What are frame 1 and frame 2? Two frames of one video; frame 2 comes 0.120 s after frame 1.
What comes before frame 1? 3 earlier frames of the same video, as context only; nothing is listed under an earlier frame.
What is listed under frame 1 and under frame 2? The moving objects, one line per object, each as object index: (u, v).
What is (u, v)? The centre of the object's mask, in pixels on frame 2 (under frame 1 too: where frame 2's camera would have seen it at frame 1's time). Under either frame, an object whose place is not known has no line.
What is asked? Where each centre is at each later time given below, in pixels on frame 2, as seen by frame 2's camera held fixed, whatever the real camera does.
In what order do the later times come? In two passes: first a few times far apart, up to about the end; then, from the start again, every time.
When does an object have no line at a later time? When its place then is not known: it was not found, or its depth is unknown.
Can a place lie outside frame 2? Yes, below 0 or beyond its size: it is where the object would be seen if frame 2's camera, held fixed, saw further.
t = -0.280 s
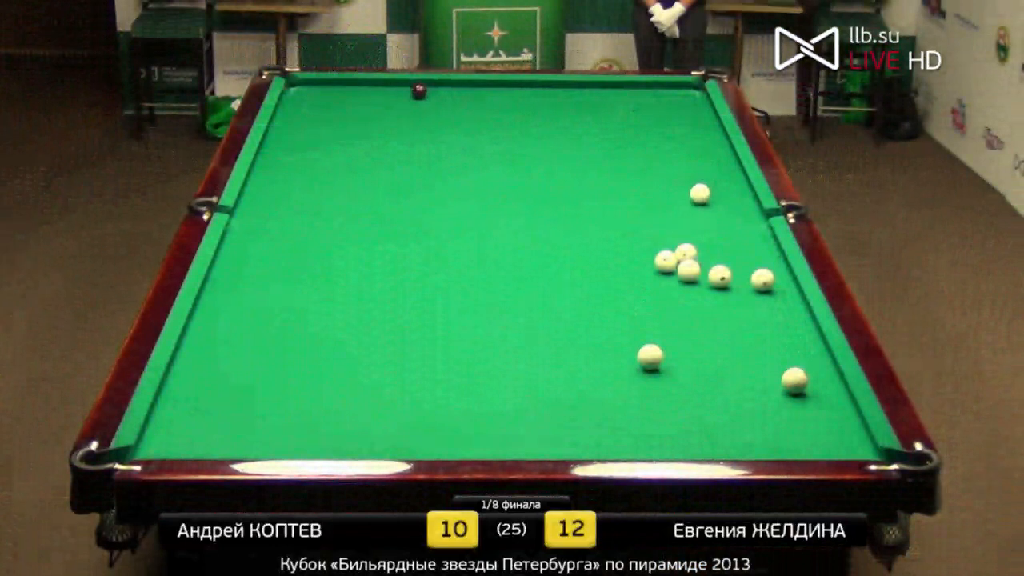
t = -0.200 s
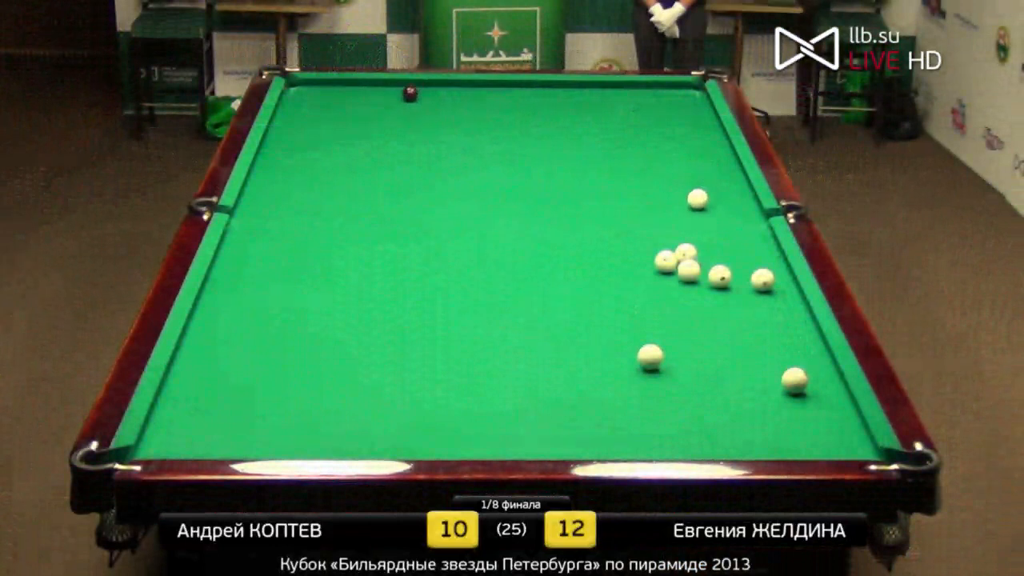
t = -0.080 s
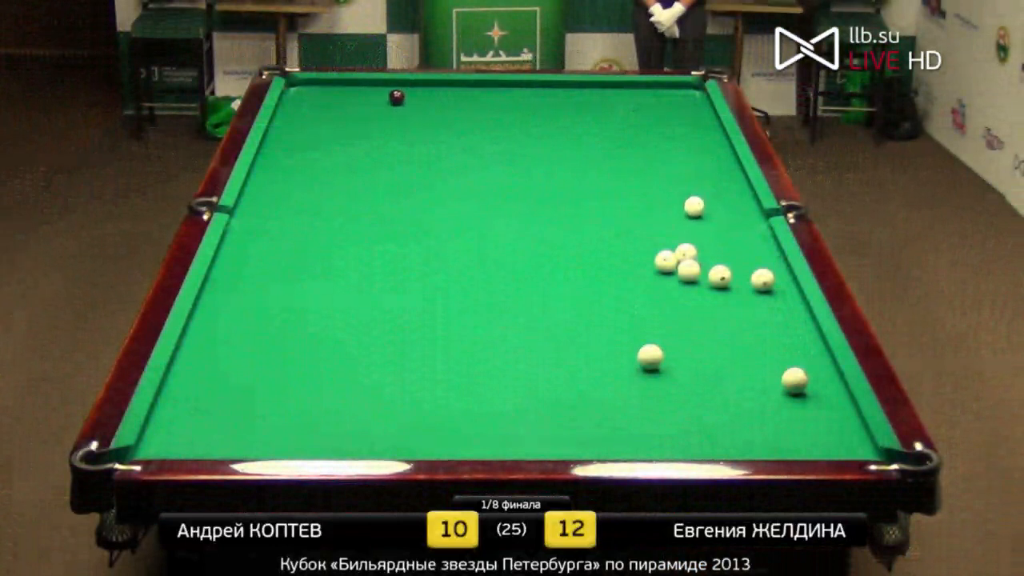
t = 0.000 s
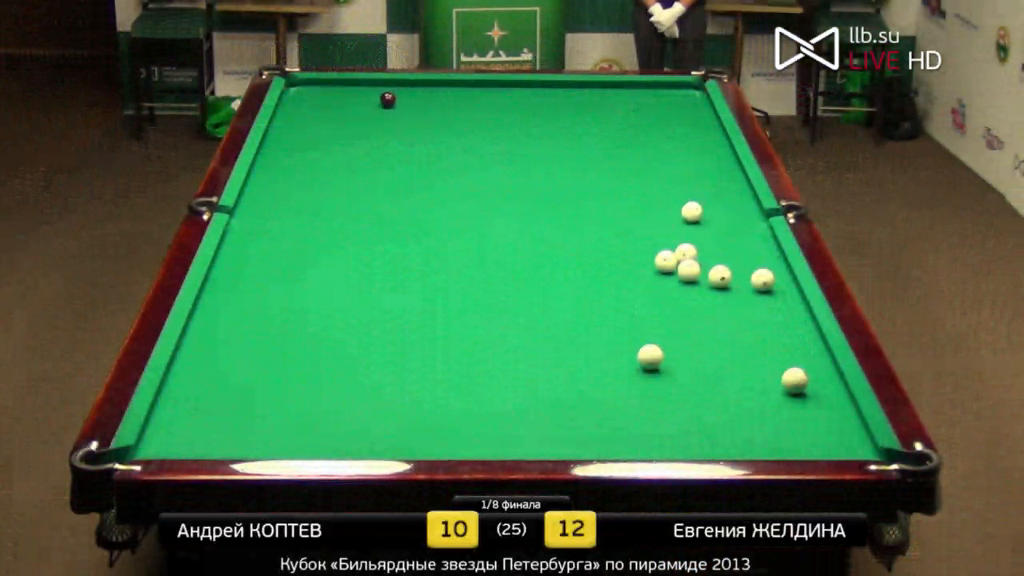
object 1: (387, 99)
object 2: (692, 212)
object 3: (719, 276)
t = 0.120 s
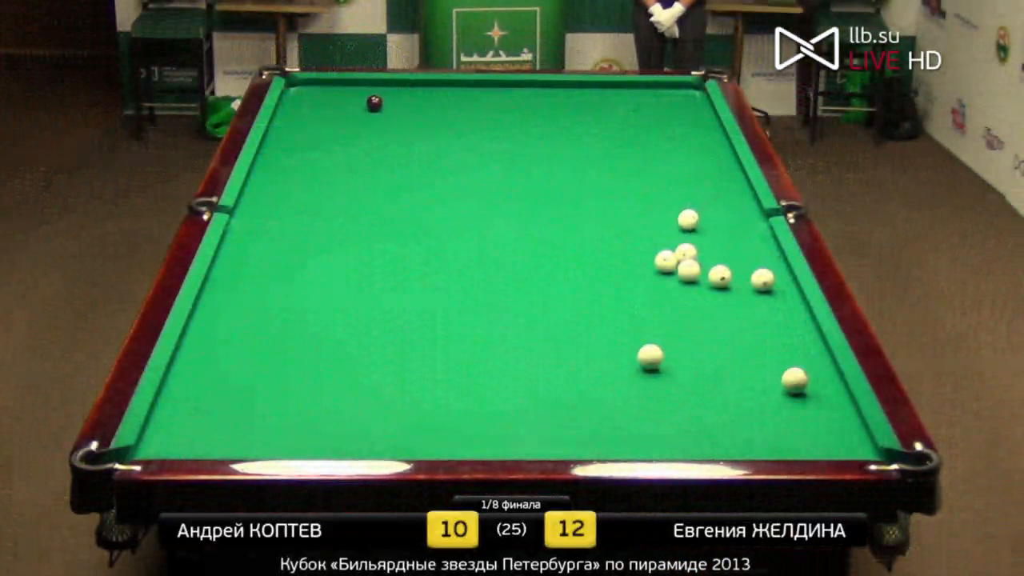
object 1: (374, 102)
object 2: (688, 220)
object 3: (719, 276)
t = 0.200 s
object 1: (365, 105)
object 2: (685, 225)
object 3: (719, 276)
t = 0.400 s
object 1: (342, 111)
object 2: (679, 237)
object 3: (720, 276)
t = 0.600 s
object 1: (320, 117)
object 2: (668, 246)
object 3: (720, 276)
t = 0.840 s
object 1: (293, 124)
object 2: (645, 256)
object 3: (720, 276)
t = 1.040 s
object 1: (275, 130)
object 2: (627, 261)
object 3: (721, 278)
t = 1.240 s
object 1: (285, 136)
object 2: (608, 266)
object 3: (724, 280)
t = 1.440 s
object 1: (295, 141)
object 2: (590, 271)
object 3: (726, 282)
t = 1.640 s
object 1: (304, 146)
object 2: (573, 276)
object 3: (729, 283)
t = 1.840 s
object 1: (313, 151)
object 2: (555, 280)
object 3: (730, 286)
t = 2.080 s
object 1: (324, 157)
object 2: (535, 286)
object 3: (731, 287)
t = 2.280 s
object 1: (332, 161)
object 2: (518, 290)
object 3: (731, 289)
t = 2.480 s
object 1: (341, 166)
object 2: (501, 295)
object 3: (731, 290)
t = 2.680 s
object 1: (349, 171)
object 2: (486, 298)
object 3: (731, 290)
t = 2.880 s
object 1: (357, 176)
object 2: (471, 303)
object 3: (731, 290)
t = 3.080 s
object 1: (365, 180)
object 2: (457, 307)
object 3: (732, 290)
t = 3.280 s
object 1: (373, 184)
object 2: (443, 310)
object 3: (732, 291)
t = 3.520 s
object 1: (382, 189)
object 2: (427, 315)
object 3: (732, 291)
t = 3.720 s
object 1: (389, 192)
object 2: (415, 319)
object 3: (732, 291)
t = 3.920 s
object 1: (395, 196)
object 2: (403, 322)
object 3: (732, 291)
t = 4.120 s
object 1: (401, 199)
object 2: (391, 325)
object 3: (732, 291)
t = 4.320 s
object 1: (407, 203)
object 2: (381, 328)
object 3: (732, 291)
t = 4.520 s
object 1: (412, 205)
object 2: (371, 331)
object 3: (732, 290)
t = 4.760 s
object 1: (418, 208)
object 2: (360, 334)
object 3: (732, 290)
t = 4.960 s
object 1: (423, 211)
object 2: (351, 336)
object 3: (732, 290)
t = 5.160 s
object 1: (427, 213)
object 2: (343, 339)
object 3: (732, 290)
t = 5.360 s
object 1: (431, 215)
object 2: (335, 341)
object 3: (732, 290)
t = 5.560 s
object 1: (435, 217)
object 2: (329, 343)
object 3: (732, 290)
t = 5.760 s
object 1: (438, 219)
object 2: (324, 344)
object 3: (732, 291)
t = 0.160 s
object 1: (370, 104)
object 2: (687, 223)
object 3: (720, 276)
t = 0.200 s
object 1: (365, 105)
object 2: (685, 225)
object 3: (719, 276)
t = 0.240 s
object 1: (361, 106)
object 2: (684, 228)
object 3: (719, 276)
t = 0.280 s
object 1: (356, 107)
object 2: (683, 230)
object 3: (720, 276)
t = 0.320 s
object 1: (351, 109)
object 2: (682, 233)
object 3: (720, 276)
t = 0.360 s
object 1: (347, 110)
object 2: (680, 235)
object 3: (720, 276)
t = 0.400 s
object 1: (342, 111)
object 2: (679, 237)
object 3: (720, 276)
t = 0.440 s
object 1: (338, 112)
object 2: (677, 239)
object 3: (720, 276)
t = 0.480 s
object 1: (334, 113)
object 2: (676, 241)
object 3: (720, 276)
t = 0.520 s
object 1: (329, 115)
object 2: (674, 243)
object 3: (720, 276)
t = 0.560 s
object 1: (324, 116)
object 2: (671, 244)
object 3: (720, 276)
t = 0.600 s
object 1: (320, 117)
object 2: (668, 246)
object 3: (720, 276)
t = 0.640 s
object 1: (315, 118)
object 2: (664, 246)
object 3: (720, 276)
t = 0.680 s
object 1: (311, 119)
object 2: (659, 248)
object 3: (720, 276)
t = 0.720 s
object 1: (306, 121)
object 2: (655, 249)
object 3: (720, 276)
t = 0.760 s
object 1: (302, 122)
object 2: (651, 252)
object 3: (720, 276)
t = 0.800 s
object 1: (297, 123)
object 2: (648, 254)
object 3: (720, 276)
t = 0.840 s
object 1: (293, 124)
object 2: (645, 256)
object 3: (720, 276)
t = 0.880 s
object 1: (288, 125)
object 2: (641, 257)
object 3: (720, 276)
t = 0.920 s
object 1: (284, 127)
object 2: (638, 258)
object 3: (720, 276)
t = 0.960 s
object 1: (279, 128)
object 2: (634, 259)
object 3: (719, 276)
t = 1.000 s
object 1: (275, 129)
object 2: (630, 260)
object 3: (720, 276)
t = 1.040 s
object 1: (275, 130)
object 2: (627, 261)
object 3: (721, 278)
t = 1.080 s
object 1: (277, 131)
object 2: (623, 262)
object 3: (722, 278)
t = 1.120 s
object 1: (279, 132)
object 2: (619, 263)
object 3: (722, 278)
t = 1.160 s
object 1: (281, 133)
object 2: (616, 264)
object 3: (723, 279)
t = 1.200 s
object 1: (283, 134)
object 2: (612, 265)
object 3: (723, 279)
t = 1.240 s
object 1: (285, 136)
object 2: (608, 266)
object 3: (724, 280)
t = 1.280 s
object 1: (287, 136)
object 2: (605, 267)
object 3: (724, 280)
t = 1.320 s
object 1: (289, 137)
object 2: (601, 268)
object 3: (725, 280)
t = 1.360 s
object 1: (291, 139)
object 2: (597, 269)
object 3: (725, 281)
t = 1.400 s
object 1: (293, 140)
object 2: (594, 270)
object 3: (726, 281)
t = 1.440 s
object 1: (295, 141)
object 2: (590, 271)
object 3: (726, 282)
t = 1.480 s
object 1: (296, 142)
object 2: (587, 272)
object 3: (727, 282)
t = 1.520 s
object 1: (298, 142)
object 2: (583, 273)
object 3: (727, 283)
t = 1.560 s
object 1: (300, 144)
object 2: (579, 274)
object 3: (728, 283)
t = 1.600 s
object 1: (302, 145)
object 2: (576, 275)
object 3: (728, 283)
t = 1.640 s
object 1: (304, 146)
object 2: (573, 276)
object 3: (729, 283)
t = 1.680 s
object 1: (306, 147)
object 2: (569, 276)
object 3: (729, 284)
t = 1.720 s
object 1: (308, 148)
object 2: (565, 278)
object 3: (730, 284)
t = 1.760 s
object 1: (309, 149)
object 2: (562, 278)
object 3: (730, 285)
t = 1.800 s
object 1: (311, 150)
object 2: (558, 279)
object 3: (730, 285)
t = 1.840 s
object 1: (313, 151)
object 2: (555, 280)
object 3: (730, 286)
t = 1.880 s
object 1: (315, 152)
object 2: (552, 281)
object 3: (731, 286)
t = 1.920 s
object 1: (317, 153)
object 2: (548, 282)
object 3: (731, 286)
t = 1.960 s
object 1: (318, 154)
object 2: (545, 283)
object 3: (731, 287)
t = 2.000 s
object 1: (320, 155)
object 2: (541, 284)
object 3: (731, 287)
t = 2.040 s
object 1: (322, 156)
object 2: (538, 285)
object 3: (731, 287)
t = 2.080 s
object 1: (324, 157)
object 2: (535, 286)
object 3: (731, 287)
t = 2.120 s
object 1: (326, 157)
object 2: (531, 287)
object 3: (731, 288)
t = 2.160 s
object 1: (327, 158)
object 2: (528, 288)
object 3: (731, 288)
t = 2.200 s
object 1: (329, 159)
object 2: (524, 289)
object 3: (731, 288)
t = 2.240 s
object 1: (330, 160)
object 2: (521, 289)
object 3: (731, 288)
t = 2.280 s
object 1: (332, 161)
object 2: (518, 290)
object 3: (731, 289)
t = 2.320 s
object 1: (334, 163)
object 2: (514, 291)
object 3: (731, 289)
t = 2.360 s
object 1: (336, 163)
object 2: (511, 292)
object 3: (731, 289)
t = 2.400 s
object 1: (337, 164)
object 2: (508, 293)
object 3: (731, 289)
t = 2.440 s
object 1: (339, 165)
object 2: (504, 294)
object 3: (731, 290)
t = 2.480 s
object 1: (341, 166)
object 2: (501, 295)
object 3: (731, 290)
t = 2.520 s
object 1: (342, 167)
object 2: (498, 296)
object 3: (731, 290)
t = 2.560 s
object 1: (344, 168)
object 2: (495, 296)
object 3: (731, 290)
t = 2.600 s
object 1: (346, 169)
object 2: (492, 297)
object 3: (731, 290)
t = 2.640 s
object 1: (347, 170)
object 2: (489, 298)
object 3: (731, 290)
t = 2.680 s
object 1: (349, 171)
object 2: (486, 298)
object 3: (731, 290)
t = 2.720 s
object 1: (351, 172)
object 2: (483, 300)
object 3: (731, 290)
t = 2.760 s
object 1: (352, 172)
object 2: (480, 301)
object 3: (731, 290)
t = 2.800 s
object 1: (354, 174)
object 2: (477, 301)
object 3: (731, 290)
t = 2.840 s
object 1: (356, 175)
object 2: (474, 302)
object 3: (731, 290)
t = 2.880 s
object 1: (357, 176)
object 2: (471, 303)
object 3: (731, 290)
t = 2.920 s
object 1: (359, 177)
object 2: (468, 304)
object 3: (731, 290)
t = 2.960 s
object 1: (360, 178)
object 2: (465, 305)
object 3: (731, 290)
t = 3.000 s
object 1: (362, 178)
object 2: (462, 305)
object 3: (731, 290)
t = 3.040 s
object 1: (364, 179)
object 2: (460, 306)
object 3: (732, 290)
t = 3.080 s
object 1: (365, 180)
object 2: (457, 307)
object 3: (732, 290)
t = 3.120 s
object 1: (367, 181)
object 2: (454, 307)
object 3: (732, 290)
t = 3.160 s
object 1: (368, 181)
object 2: (451, 308)
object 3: (732, 291)
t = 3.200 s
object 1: (370, 182)
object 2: (448, 309)
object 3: (732, 291)
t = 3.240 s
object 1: (371, 183)
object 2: (446, 310)
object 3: (732, 291)
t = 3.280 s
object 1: (373, 184)
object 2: (443, 310)
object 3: (732, 291)
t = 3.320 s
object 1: (374, 185)
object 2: (440, 311)
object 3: (732, 291)
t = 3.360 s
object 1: (376, 185)
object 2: (438, 312)
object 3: (732, 290)
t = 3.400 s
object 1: (377, 186)
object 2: (435, 313)
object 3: (732, 291)
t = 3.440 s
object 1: (379, 187)
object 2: (432, 313)
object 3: (732, 291)
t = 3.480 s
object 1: (380, 188)
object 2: (430, 314)
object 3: (732, 291)
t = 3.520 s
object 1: (382, 189)
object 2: (427, 315)
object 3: (732, 291)
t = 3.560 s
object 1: (383, 189)
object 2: (425, 316)
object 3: (732, 291)
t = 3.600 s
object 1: (384, 190)
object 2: (422, 316)
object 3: (732, 291)
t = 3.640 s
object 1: (386, 191)
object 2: (420, 317)
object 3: (732, 291)
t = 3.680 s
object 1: (387, 191)
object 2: (417, 318)
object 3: (732, 291)
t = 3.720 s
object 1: (389, 192)
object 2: (415, 319)
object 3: (732, 291)
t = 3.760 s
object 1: (390, 193)
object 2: (412, 319)
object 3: (732, 291)
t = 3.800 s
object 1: (391, 194)
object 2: (410, 320)
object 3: (732, 291)
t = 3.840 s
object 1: (392, 194)
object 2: (408, 320)
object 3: (732, 291)
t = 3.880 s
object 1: (394, 195)
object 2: (405, 321)
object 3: (732, 291)
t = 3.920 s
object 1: (395, 196)
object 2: (403, 322)
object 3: (732, 291)
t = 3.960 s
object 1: (396, 196)
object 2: (400, 322)
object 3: (732, 291)
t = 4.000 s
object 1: (397, 197)
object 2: (398, 323)
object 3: (732, 291)
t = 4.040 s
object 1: (399, 198)
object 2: (396, 324)
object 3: (732, 291)
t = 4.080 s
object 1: (400, 199)
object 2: (394, 324)
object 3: (732, 291)
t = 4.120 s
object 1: (401, 199)
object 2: (391, 325)
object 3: (732, 291)
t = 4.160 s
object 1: (402, 199)
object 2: (389, 326)
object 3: (732, 291)
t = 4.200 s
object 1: (403, 201)
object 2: (387, 326)
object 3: (732, 291)
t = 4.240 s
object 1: (404, 201)
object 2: (385, 327)
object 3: (732, 291)
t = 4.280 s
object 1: (406, 202)
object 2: (383, 327)
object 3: (732, 291)
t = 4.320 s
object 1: (407, 203)
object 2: (381, 328)
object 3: (732, 291)
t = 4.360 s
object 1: (408, 203)
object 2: (379, 329)
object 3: (732, 291)
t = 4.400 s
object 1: (409, 204)
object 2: (377, 330)
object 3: (732, 291)
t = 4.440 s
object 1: (410, 204)
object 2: (375, 330)
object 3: (732, 291)
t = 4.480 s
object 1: (411, 204)
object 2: (373, 330)
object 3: (732, 291)
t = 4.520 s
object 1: (412, 205)
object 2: (371, 331)
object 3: (732, 290)
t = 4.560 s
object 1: (413, 206)
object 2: (369, 331)
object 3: (732, 291)
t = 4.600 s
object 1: (414, 206)
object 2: (367, 332)
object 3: (732, 291)
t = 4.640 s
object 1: (415, 207)
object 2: (365, 333)
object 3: (732, 290)
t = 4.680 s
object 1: (416, 208)
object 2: (363, 333)
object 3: (732, 290)
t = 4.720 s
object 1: (417, 208)
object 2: (361, 334)
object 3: (732, 290)
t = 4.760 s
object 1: (418, 208)
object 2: (360, 334)
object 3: (732, 290)
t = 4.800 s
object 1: (419, 209)
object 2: (358, 335)
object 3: (732, 290)
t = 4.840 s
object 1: (420, 210)
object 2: (356, 335)
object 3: (732, 290)
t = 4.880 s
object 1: (421, 210)
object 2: (354, 336)
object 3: (732, 290)
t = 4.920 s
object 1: (422, 211)
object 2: (353, 336)
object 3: (732, 290)
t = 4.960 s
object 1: (423, 211)
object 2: (351, 336)
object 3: (732, 290)
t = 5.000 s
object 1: (424, 211)
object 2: (349, 337)
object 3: (732, 290)
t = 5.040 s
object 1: (425, 212)
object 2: (348, 337)
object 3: (732, 290)
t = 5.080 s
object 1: (426, 213)
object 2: (346, 339)
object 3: (732, 290)
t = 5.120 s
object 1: (427, 213)
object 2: (344, 338)
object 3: (732, 290)
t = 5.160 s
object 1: (427, 213)
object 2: (343, 339)
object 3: (732, 290)
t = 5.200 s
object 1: (428, 214)
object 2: (341, 339)
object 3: (732, 290)
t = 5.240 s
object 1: (429, 214)
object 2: (340, 339)
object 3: (732, 290)
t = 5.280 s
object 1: (430, 215)
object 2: (338, 340)
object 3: (732, 290)
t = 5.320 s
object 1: (431, 215)
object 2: (337, 341)
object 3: (732, 290)
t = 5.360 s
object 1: (431, 215)
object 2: (335, 341)
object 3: (732, 290)
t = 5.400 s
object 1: (432, 216)
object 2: (334, 341)
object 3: (732, 290)
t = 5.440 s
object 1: (433, 216)
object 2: (333, 341)
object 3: (732, 290)
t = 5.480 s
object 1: (434, 216)
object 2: (332, 342)
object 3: (732, 290)
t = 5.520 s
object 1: (434, 217)
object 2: (330, 342)
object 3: (732, 290)
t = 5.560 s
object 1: (435, 217)
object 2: (329, 343)
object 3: (732, 290)
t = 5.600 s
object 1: (436, 218)
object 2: (328, 343)
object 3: (732, 290)
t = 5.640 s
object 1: (436, 218)
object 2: (327, 343)
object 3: (732, 290)
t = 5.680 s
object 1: (437, 218)
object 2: (326, 343)
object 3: (732, 291)
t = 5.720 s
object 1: (438, 218)
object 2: (325, 344)
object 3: (732, 291)
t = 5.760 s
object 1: (438, 219)
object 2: (324, 344)
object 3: (732, 291)
